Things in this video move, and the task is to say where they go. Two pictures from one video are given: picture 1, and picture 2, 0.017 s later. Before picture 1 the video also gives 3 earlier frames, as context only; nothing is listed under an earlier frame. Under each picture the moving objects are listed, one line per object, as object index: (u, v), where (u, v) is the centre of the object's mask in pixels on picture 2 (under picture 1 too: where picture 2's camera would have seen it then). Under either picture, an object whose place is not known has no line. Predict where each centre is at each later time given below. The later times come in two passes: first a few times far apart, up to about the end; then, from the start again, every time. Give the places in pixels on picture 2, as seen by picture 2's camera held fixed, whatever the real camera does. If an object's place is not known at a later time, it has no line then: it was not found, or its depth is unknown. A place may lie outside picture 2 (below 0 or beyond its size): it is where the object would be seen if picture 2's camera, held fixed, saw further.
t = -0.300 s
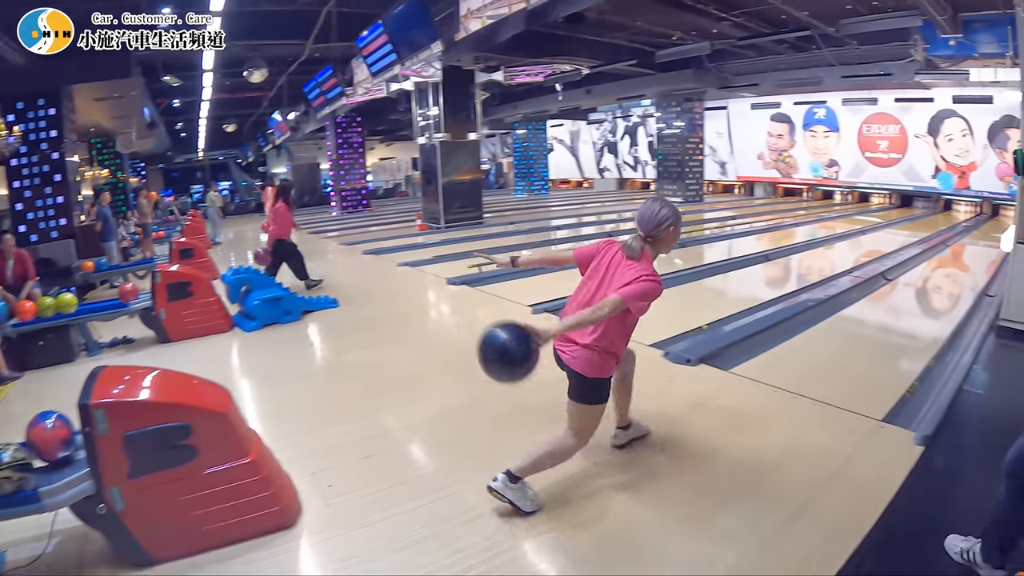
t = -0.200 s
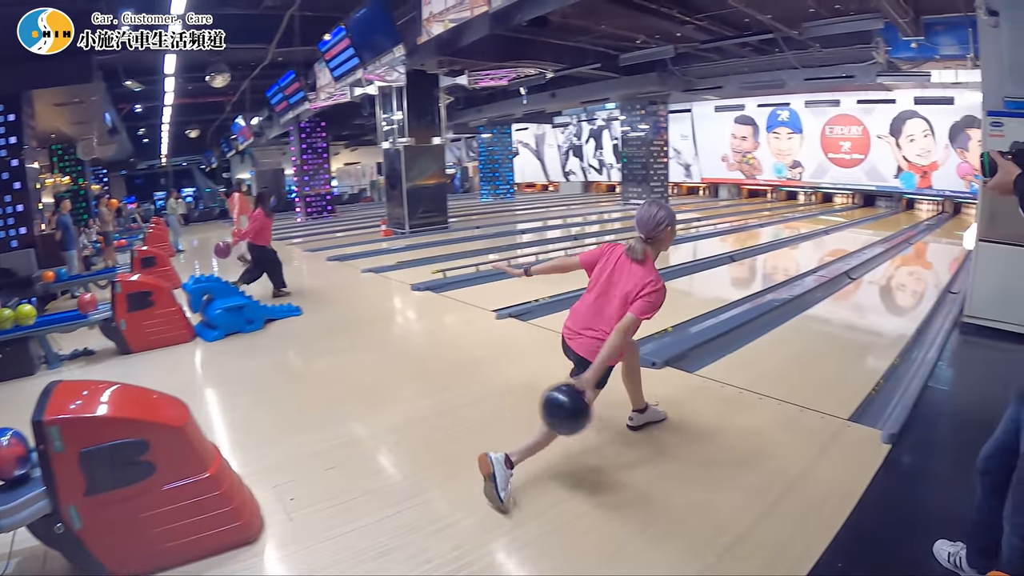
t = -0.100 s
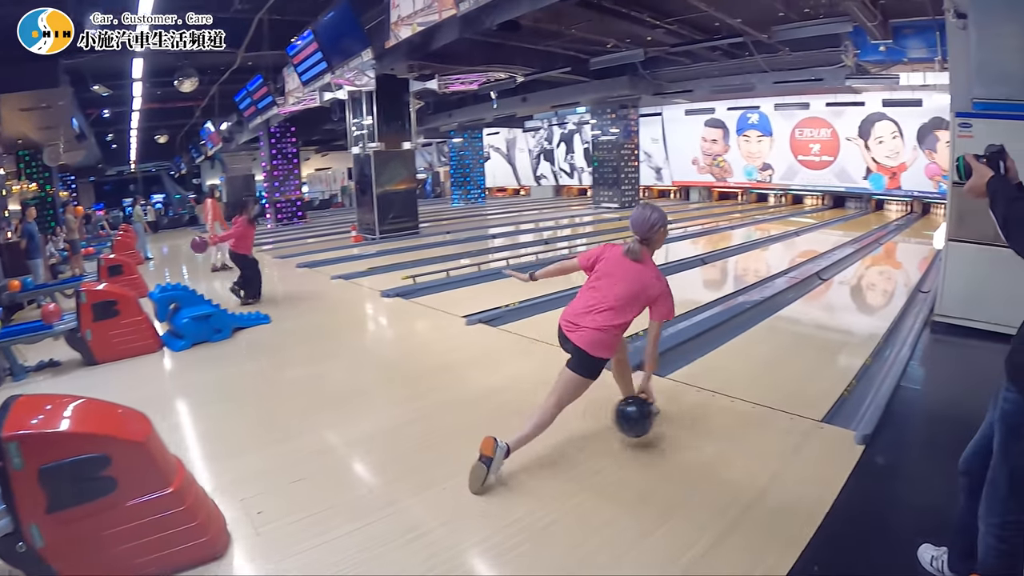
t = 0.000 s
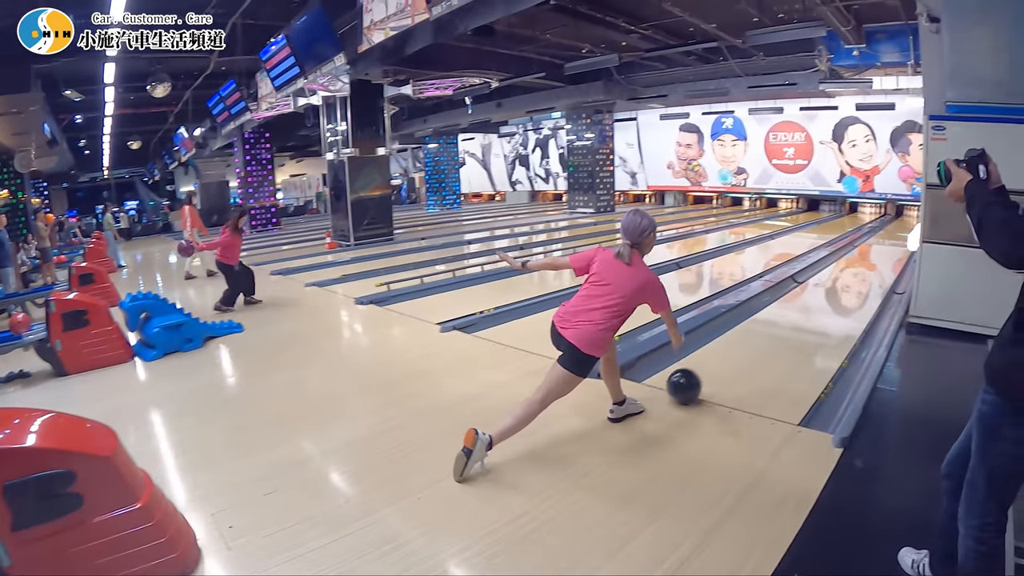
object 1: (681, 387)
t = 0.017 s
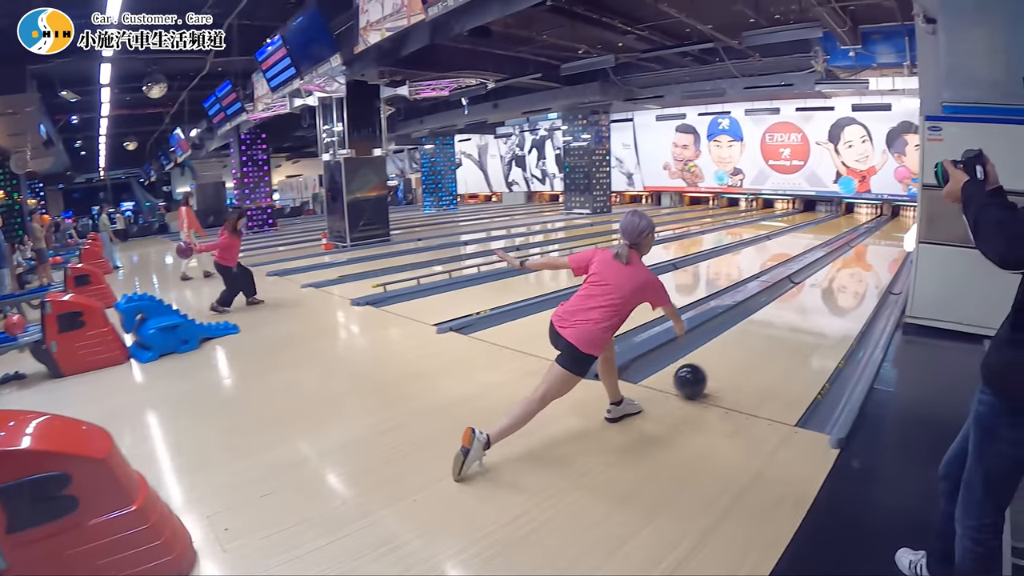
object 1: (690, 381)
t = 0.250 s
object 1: (776, 321)
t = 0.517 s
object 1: (829, 286)
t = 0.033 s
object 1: (699, 375)
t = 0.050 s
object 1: (707, 369)
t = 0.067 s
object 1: (714, 364)
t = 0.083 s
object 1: (721, 359)
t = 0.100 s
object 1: (728, 354)
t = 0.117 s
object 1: (735, 350)
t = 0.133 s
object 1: (741, 346)
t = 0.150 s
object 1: (747, 342)
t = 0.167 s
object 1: (752, 338)
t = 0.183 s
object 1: (757, 334)
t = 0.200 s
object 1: (763, 331)
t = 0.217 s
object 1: (767, 327)
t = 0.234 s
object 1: (772, 324)
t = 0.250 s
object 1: (776, 321)
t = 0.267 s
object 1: (781, 318)
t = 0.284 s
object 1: (785, 316)
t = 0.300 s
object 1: (789, 313)
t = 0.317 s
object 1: (793, 310)
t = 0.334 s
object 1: (796, 308)
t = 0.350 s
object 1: (800, 306)
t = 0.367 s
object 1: (803, 303)
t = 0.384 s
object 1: (806, 301)
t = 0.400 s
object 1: (809, 299)
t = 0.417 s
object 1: (813, 296)
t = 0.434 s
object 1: (816, 295)
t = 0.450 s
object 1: (818, 293)
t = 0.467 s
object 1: (821, 291)
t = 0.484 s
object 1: (824, 289)
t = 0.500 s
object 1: (826, 287)
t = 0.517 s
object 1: (829, 286)
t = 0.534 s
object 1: (832, 284)
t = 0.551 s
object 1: (834, 282)
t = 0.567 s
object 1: (836, 281)
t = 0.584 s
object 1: (839, 279)
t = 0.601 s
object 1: (841, 278)
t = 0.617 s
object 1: (843, 276)
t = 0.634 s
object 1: (845, 275)
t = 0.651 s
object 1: (847, 274)
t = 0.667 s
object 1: (849, 272)
